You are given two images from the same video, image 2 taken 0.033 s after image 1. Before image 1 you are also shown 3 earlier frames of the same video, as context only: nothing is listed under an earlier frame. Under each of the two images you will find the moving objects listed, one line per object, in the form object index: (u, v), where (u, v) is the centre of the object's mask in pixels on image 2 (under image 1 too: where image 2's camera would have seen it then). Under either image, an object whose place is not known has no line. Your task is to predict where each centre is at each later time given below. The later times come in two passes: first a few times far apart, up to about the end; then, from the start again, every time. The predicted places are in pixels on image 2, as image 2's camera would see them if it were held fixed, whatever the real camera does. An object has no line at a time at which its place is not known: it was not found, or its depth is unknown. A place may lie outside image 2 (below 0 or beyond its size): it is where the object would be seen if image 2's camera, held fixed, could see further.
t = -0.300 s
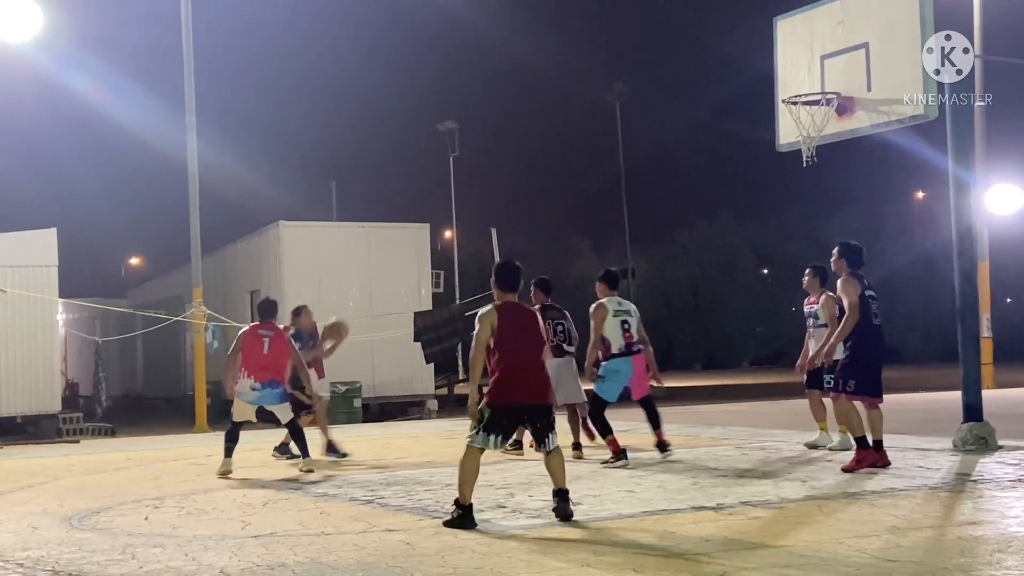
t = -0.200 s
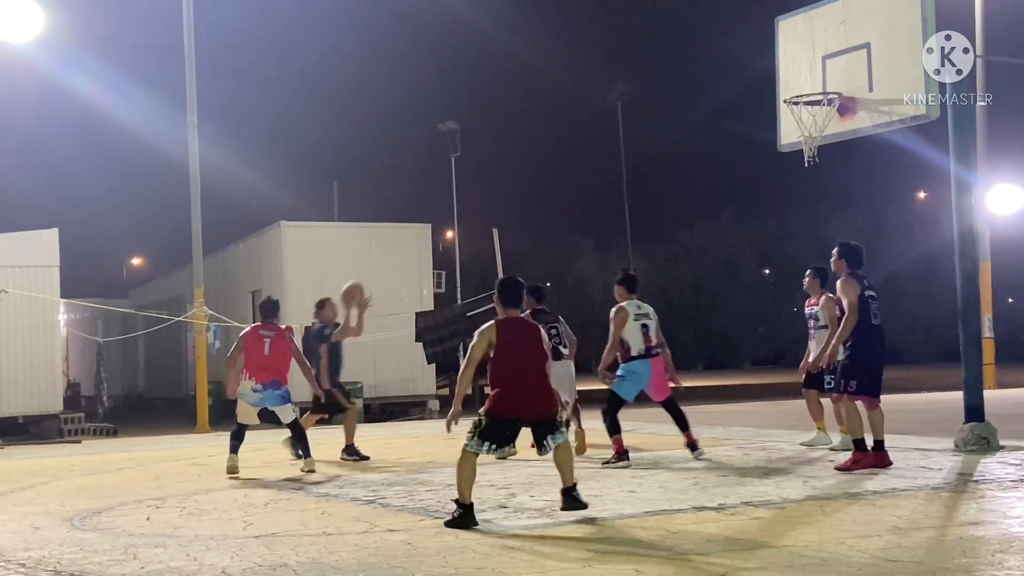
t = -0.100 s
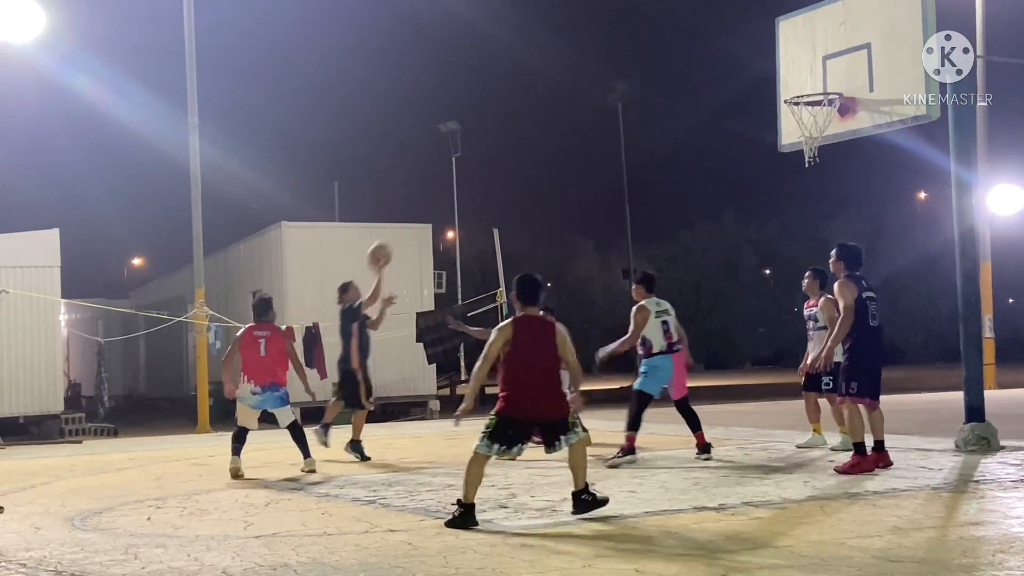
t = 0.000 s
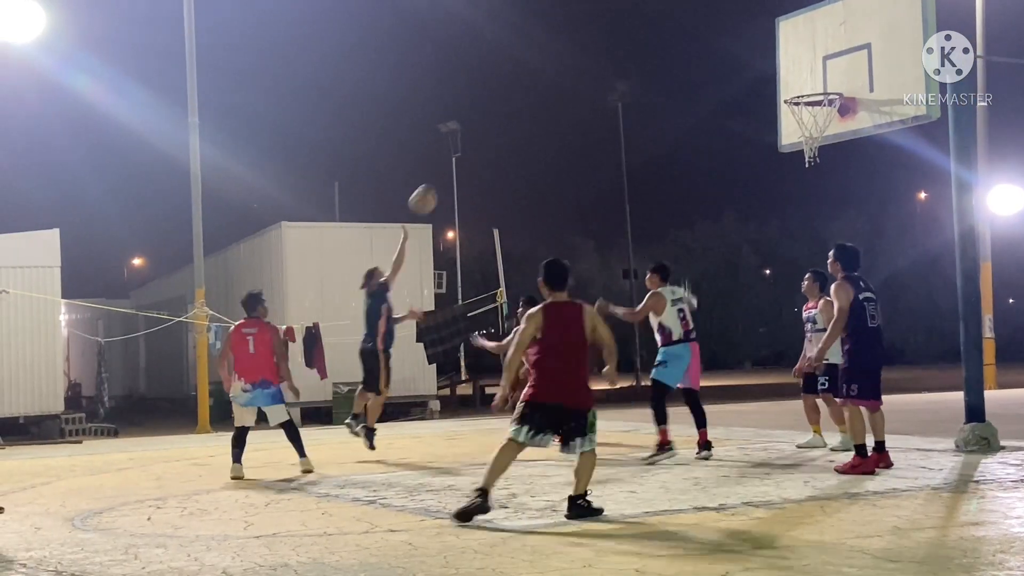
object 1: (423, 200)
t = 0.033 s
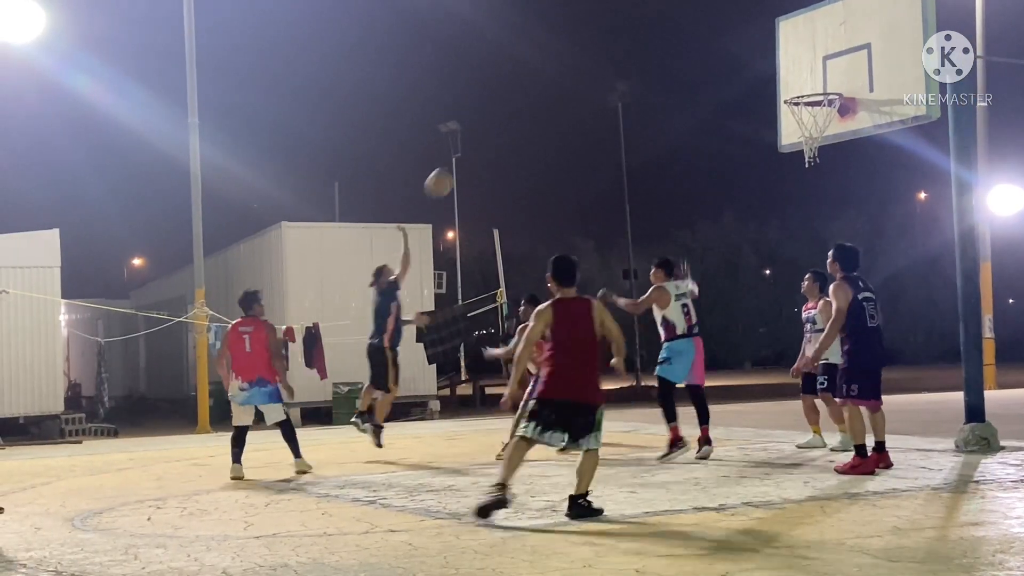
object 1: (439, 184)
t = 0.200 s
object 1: (522, 112)
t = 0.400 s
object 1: (626, 61)
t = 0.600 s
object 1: (738, 50)
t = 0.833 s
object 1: (856, 79)
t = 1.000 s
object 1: (877, 65)
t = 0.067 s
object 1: (456, 166)
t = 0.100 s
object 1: (472, 152)
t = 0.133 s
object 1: (488, 137)
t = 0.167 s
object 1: (505, 124)
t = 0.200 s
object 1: (522, 112)
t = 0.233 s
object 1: (539, 101)
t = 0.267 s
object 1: (556, 91)
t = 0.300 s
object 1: (573, 82)
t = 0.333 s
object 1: (590, 74)
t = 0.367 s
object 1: (608, 67)
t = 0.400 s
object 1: (626, 61)
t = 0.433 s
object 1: (644, 56)
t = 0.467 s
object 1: (663, 53)
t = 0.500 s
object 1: (681, 51)
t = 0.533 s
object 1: (699, 49)
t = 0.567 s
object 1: (718, 49)
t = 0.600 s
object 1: (738, 50)
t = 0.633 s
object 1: (757, 53)
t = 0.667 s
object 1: (774, 56)
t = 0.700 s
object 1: (797, 61)
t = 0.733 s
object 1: (816, 67)
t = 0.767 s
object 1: (838, 75)
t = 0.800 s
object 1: (853, 82)
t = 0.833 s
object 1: (856, 79)
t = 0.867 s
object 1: (860, 74)
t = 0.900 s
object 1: (864, 70)
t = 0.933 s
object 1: (868, 67)
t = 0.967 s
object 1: (873, 66)
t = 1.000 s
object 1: (877, 65)
